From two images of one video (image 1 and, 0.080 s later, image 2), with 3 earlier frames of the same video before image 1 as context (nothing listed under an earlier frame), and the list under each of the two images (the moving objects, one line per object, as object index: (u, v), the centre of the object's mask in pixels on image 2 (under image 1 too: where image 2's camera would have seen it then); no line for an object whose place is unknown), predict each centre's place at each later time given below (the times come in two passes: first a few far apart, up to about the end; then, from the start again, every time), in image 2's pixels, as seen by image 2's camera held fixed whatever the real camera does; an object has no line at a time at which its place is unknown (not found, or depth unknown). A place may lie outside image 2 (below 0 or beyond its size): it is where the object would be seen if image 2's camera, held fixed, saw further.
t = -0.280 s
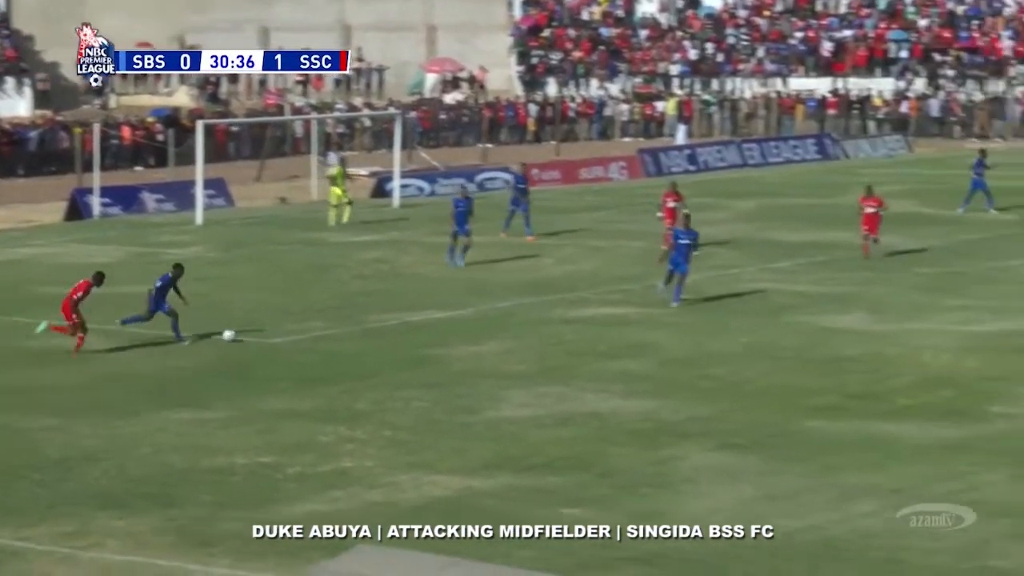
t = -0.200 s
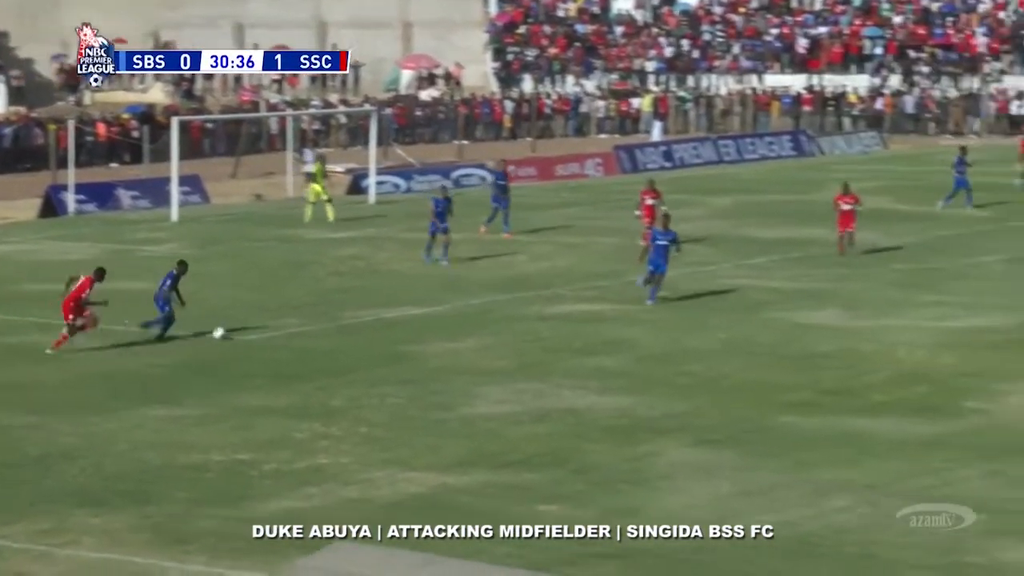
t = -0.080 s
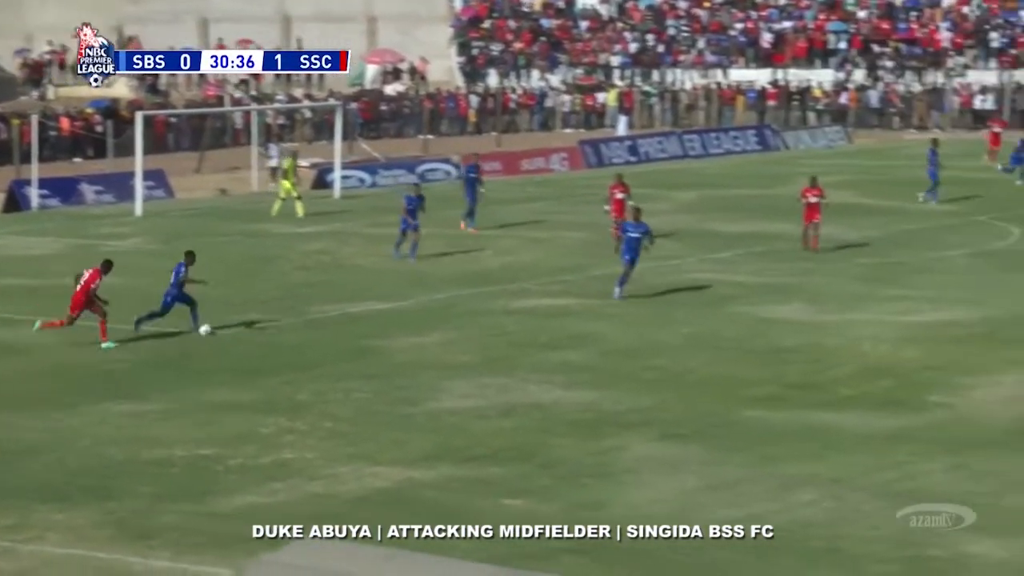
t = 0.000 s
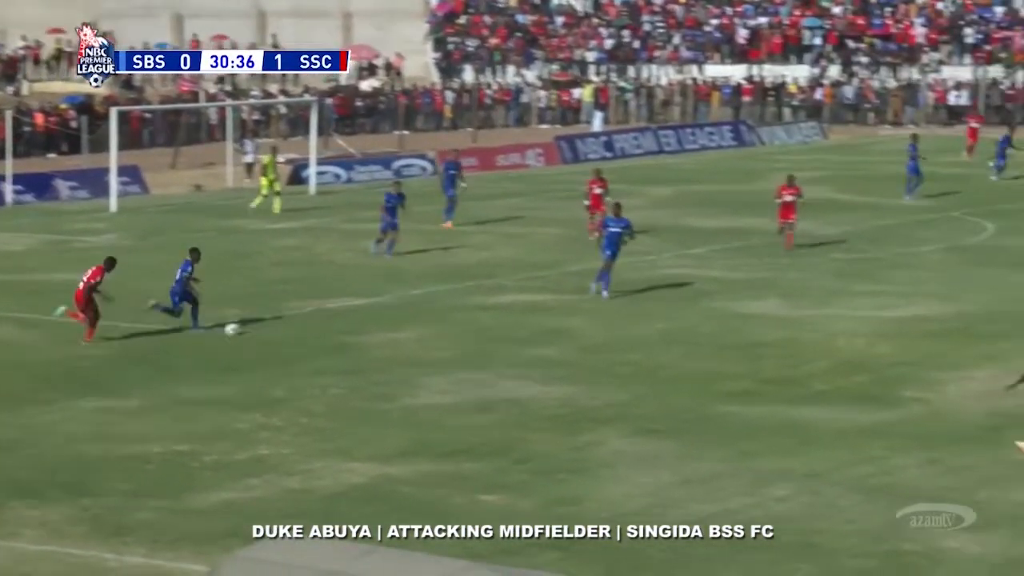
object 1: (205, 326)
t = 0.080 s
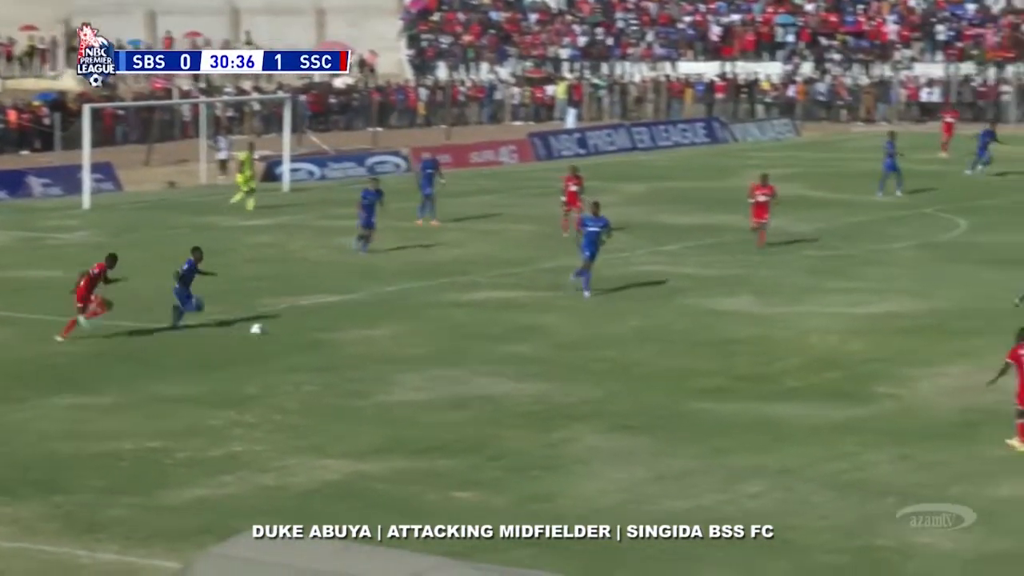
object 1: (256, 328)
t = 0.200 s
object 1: (328, 333)
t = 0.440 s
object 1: (457, 339)
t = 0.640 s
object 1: (549, 345)
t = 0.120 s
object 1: (281, 330)
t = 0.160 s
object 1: (304, 331)
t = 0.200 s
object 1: (328, 333)
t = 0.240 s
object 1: (351, 334)
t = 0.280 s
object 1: (373, 336)
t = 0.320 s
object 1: (396, 337)
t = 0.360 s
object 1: (417, 338)
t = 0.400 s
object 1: (436, 339)
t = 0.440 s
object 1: (457, 339)
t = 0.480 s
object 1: (476, 341)
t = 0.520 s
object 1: (496, 343)
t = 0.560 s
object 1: (514, 345)
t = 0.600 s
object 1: (532, 345)
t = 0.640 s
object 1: (549, 345)
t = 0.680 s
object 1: (566, 346)
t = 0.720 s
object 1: (582, 348)
